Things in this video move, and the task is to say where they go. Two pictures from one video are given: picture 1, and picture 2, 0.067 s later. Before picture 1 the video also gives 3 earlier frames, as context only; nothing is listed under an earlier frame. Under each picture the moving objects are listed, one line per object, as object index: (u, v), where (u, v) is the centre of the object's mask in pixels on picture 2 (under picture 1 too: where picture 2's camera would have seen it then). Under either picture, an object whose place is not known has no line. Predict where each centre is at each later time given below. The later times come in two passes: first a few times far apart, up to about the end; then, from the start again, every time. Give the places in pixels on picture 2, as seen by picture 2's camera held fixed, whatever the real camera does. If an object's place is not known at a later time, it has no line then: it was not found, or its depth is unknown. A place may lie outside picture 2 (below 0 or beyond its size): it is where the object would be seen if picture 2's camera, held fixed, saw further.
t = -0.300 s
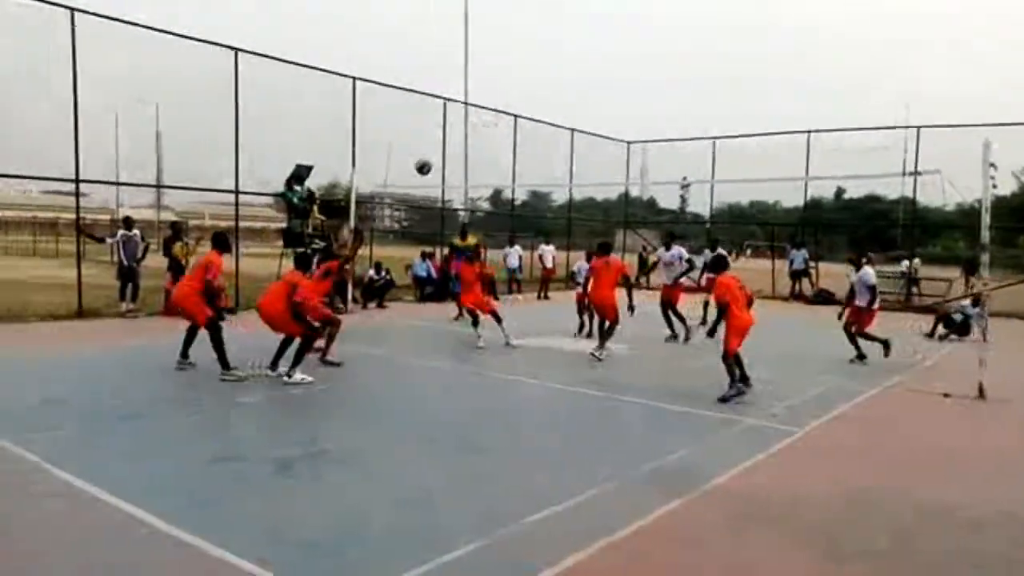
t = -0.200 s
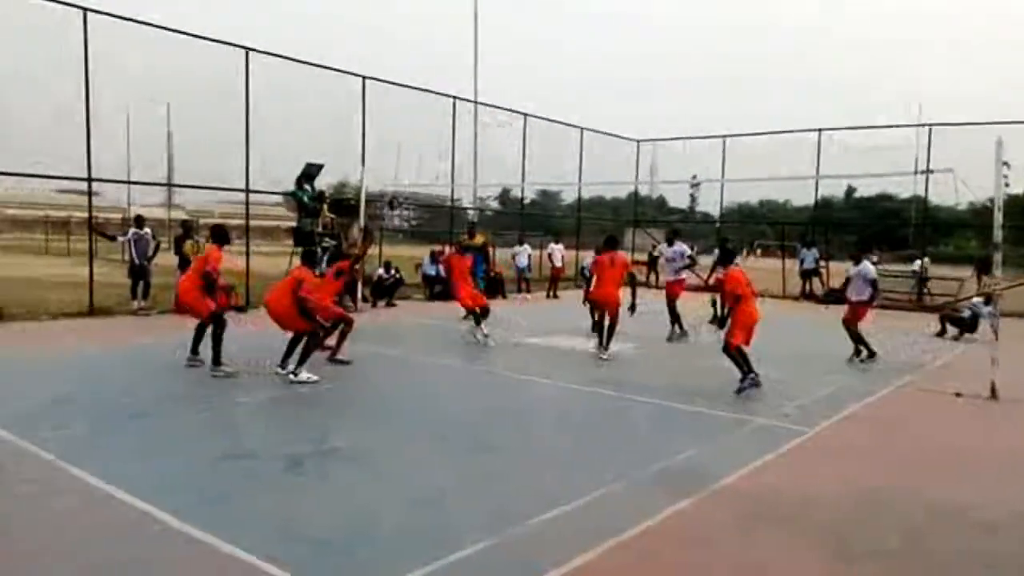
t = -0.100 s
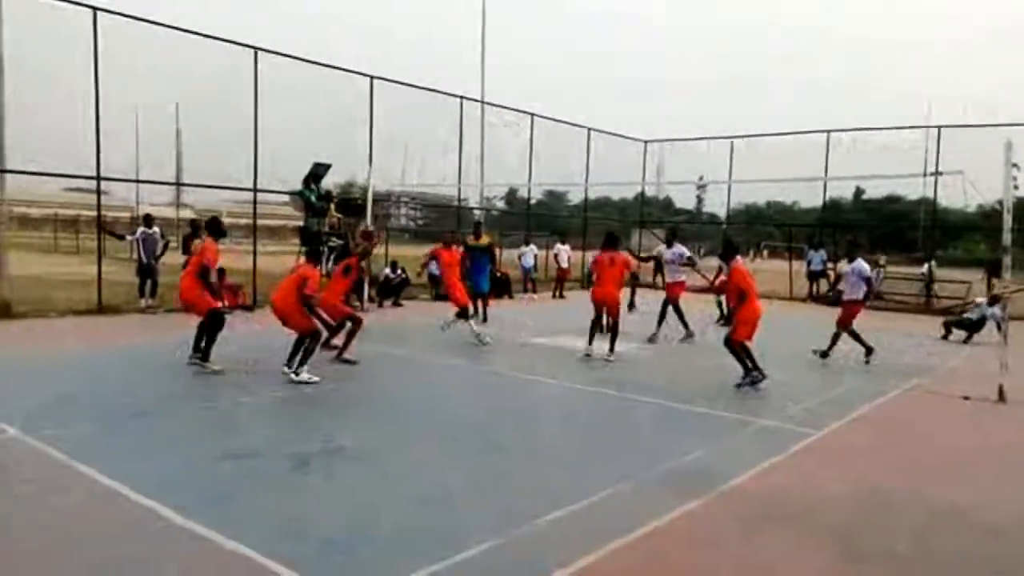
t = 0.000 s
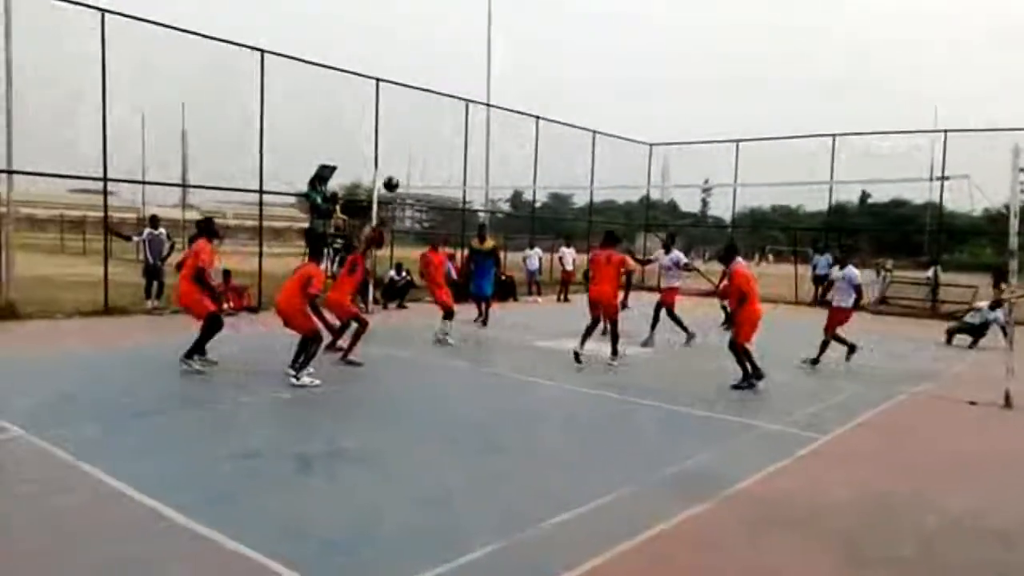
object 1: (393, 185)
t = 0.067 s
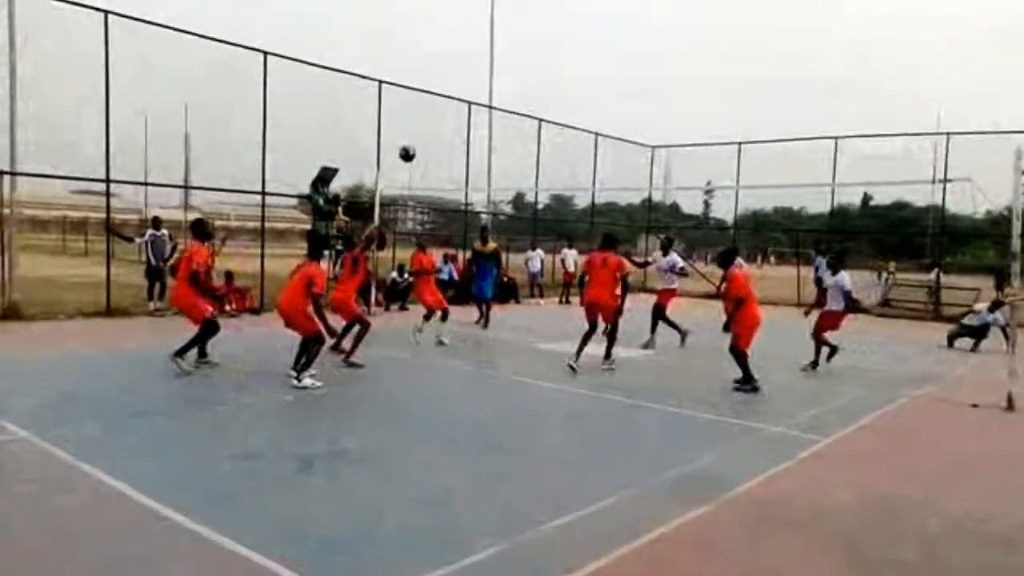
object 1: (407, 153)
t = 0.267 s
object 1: (449, 79)
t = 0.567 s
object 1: (504, 28)
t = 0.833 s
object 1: (547, 43)
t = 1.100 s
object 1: (585, 115)
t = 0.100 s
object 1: (414, 138)
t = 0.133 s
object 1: (421, 125)
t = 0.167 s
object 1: (428, 112)
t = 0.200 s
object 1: (435, 102)
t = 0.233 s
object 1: (442, 89)
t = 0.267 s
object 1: (449, 79)
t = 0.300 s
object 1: (455, 70)
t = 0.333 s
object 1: (462, 62)
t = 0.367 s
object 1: (468, 54)
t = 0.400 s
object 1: (474, 47)
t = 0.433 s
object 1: (480, 41)
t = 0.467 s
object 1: (486, 37)
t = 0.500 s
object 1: (492, 33)
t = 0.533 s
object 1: (498, 30)
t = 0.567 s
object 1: (504, 28)
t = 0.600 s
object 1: (510, 26)
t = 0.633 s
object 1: (515, 26)
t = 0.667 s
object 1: (521, 27)
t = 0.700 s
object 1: (526, 28)
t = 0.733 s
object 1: (532, 31)
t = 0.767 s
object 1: (537, 34)
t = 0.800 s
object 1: (542, 39)
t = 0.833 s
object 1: (547, 43)
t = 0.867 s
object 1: (552, 50)
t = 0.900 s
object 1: (557, 57)
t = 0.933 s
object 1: (562, 65)
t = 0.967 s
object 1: (567, 73)
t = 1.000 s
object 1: (571, 82)
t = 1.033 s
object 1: (576, 92)
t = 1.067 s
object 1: (580, 103)
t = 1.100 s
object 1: (585, 115)
